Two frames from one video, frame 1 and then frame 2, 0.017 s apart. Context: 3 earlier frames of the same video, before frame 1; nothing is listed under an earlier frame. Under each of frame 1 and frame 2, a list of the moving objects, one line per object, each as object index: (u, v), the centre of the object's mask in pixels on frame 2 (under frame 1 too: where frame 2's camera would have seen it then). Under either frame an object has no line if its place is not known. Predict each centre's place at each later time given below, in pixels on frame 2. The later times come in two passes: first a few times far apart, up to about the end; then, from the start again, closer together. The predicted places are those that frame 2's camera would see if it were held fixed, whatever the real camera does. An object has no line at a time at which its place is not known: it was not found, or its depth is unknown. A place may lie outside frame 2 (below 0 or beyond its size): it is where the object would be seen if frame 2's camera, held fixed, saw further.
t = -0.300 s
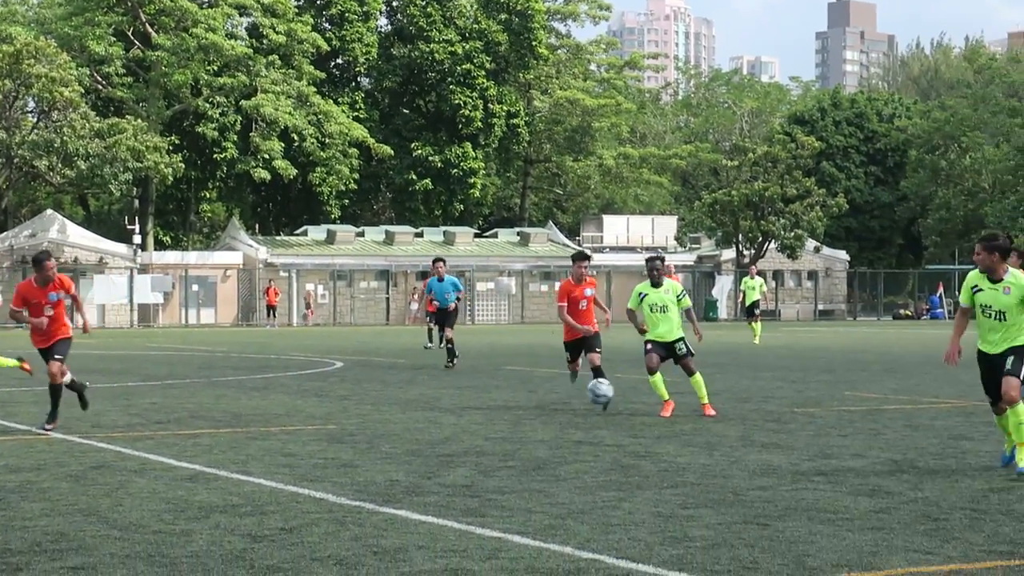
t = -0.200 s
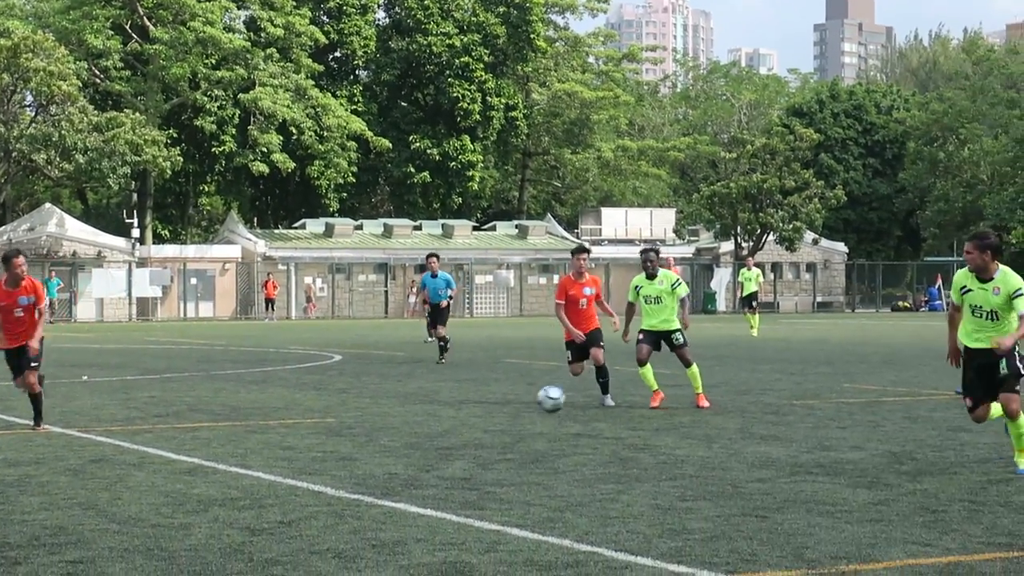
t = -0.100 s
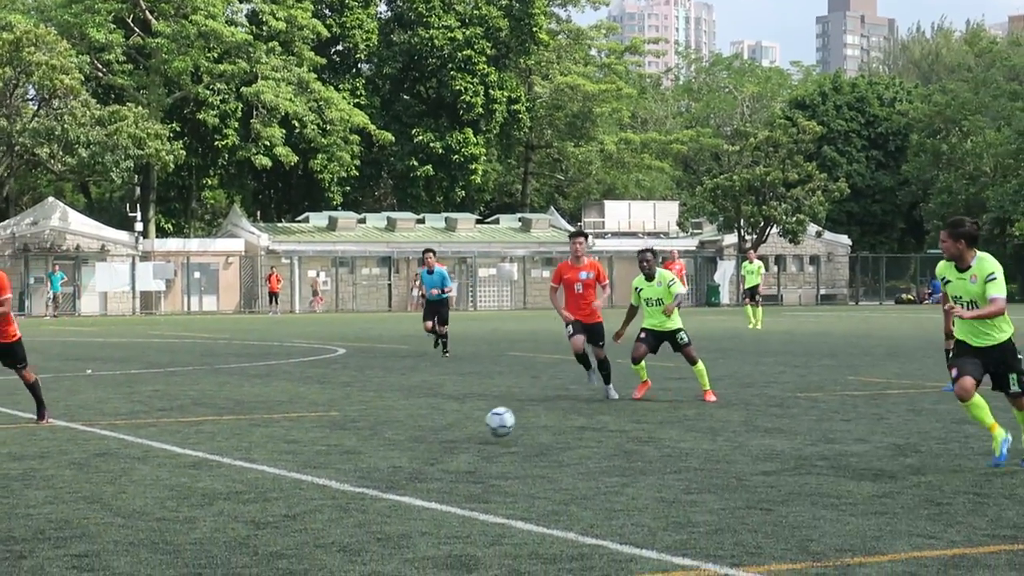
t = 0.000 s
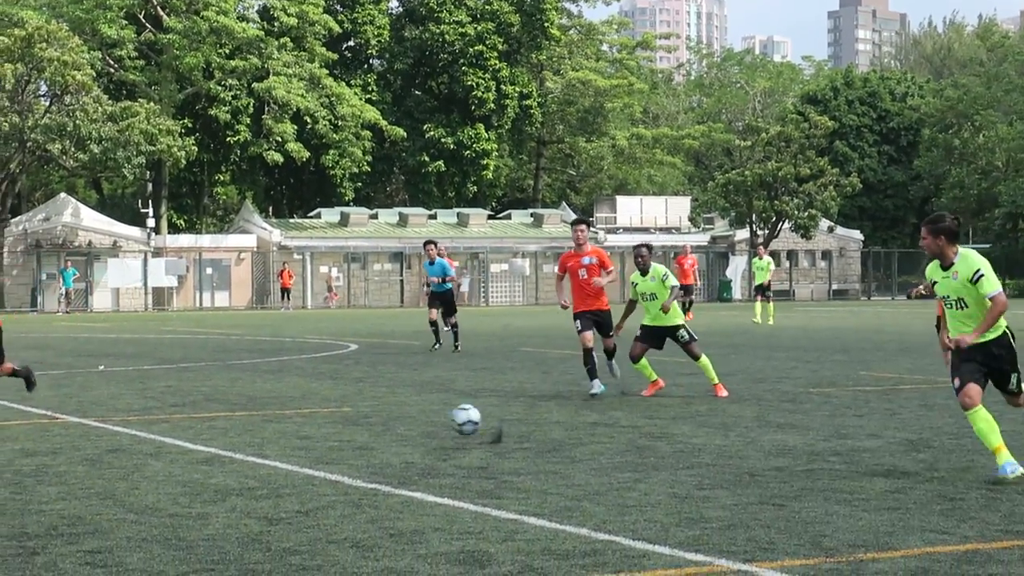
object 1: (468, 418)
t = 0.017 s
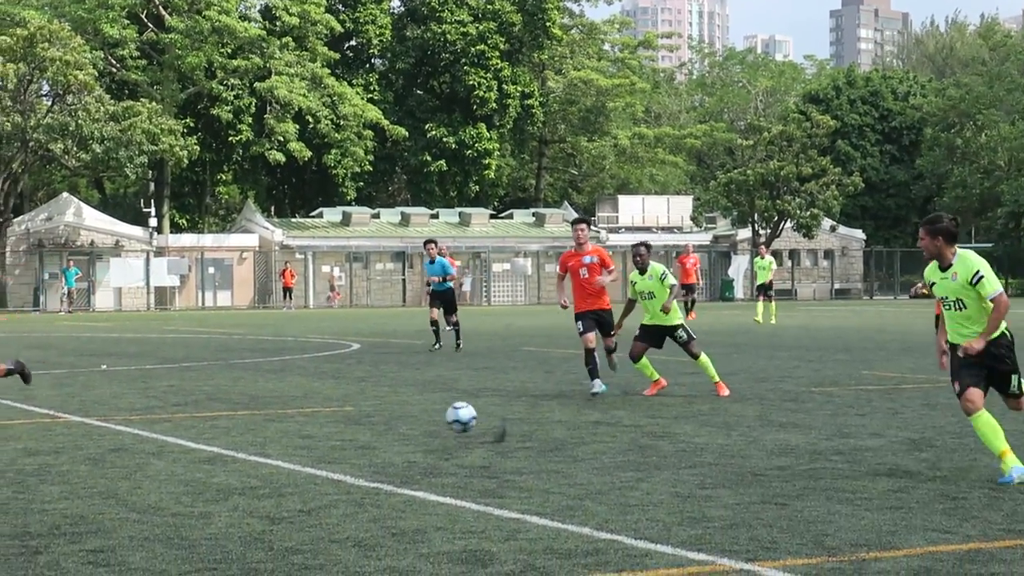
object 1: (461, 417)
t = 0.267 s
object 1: (340, 441)
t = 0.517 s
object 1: (235, 464)
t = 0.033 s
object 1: (454, 415)
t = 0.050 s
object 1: (446, 414)
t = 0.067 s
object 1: (439, 414)
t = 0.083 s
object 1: (432, 414)
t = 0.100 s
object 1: (424, 414)
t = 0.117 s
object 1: (416, 415)
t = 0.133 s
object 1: (408, 416)
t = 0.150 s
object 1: (401, 417)
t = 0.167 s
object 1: (392, 419)
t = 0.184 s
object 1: (383, 423)
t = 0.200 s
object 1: (375, 425)
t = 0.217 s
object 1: (367, 429)
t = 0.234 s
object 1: (358, 433)
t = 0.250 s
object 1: (349, 437)
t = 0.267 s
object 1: (340, 441)
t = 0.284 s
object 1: (330, 447)
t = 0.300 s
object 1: (321, 453)
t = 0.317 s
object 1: (312, 461)
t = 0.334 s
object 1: (302, 467)
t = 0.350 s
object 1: (295, 469)
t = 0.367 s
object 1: (289, 466)
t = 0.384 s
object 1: (283, 464)
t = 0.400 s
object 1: (277, 463)
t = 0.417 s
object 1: (271, 461)
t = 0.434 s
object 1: (265, 460)
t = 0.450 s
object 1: (259, 460)
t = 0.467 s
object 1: (253, 460)
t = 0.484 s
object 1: (247, 462)
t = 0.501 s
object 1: (240, 463)
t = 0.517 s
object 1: (235, 464)
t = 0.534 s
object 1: (228, 467)
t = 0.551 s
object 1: (222, 469)
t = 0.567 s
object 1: (215, 473)
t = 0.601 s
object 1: (202, 480)
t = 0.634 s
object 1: (188, 489)
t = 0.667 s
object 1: (173, 501)
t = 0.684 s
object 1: (167, 499)
